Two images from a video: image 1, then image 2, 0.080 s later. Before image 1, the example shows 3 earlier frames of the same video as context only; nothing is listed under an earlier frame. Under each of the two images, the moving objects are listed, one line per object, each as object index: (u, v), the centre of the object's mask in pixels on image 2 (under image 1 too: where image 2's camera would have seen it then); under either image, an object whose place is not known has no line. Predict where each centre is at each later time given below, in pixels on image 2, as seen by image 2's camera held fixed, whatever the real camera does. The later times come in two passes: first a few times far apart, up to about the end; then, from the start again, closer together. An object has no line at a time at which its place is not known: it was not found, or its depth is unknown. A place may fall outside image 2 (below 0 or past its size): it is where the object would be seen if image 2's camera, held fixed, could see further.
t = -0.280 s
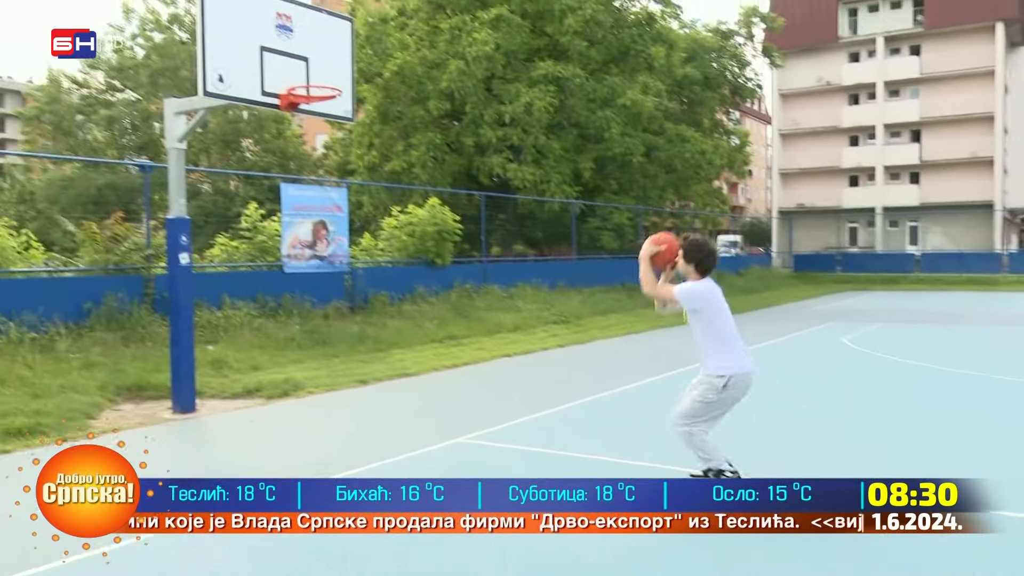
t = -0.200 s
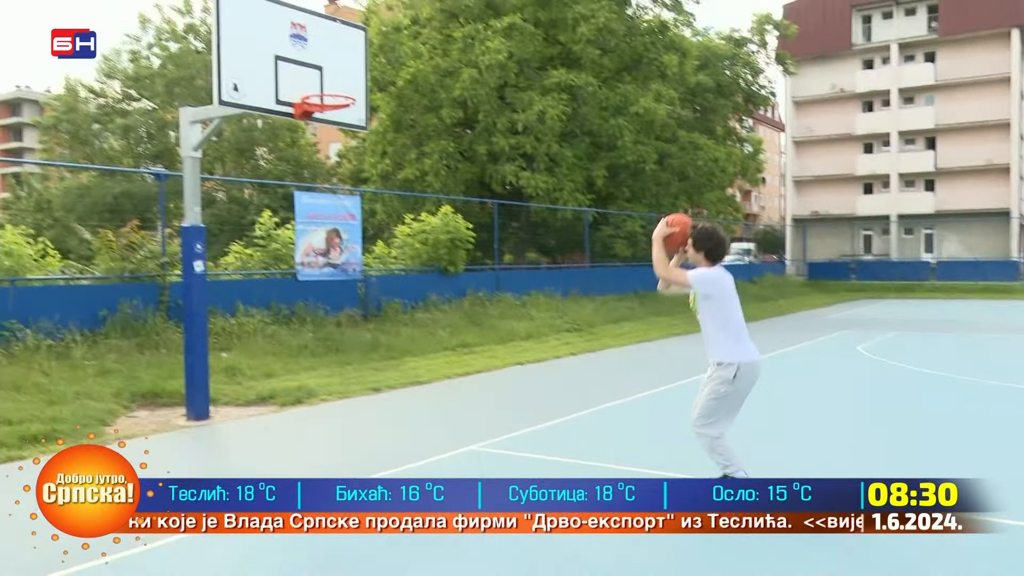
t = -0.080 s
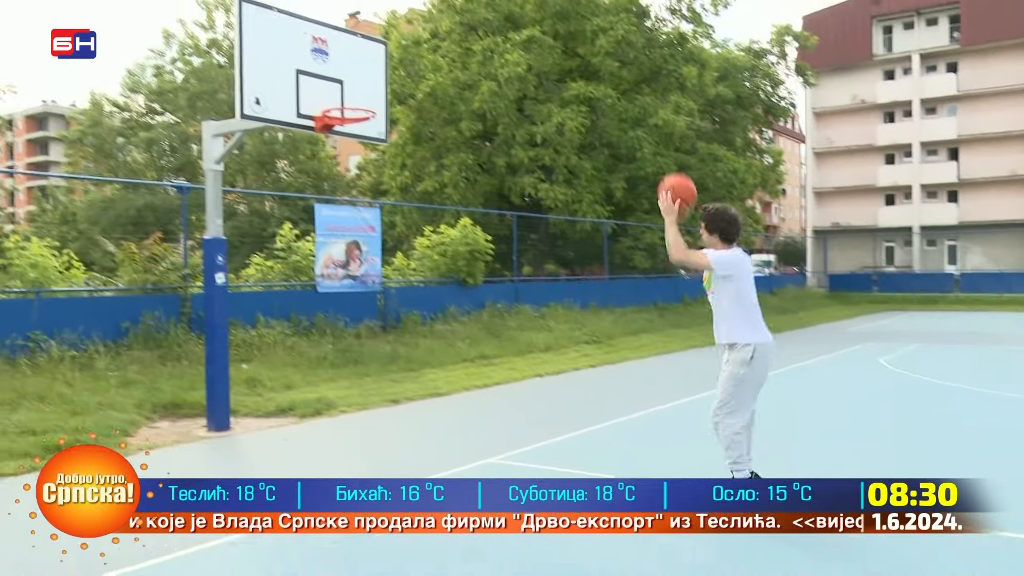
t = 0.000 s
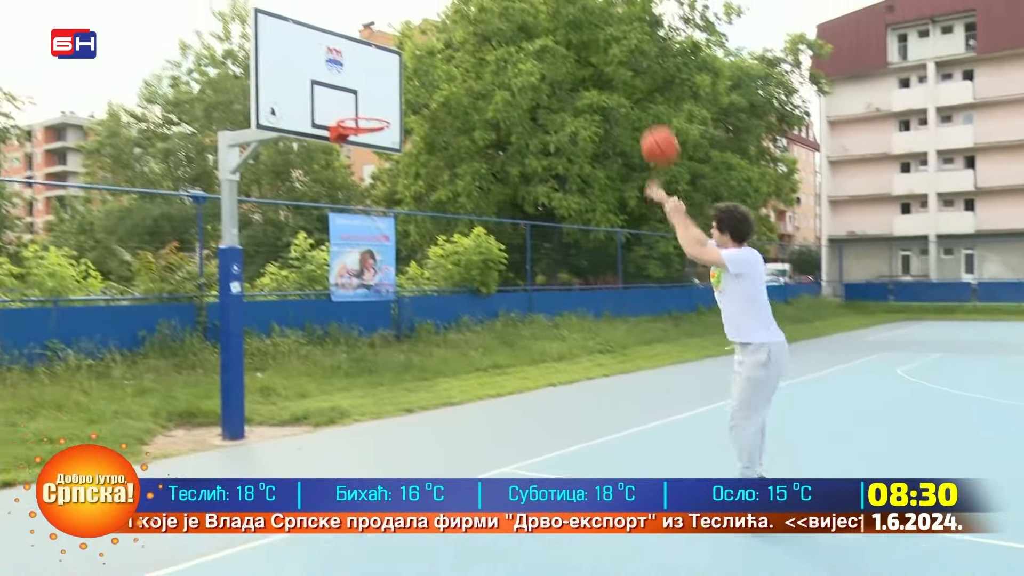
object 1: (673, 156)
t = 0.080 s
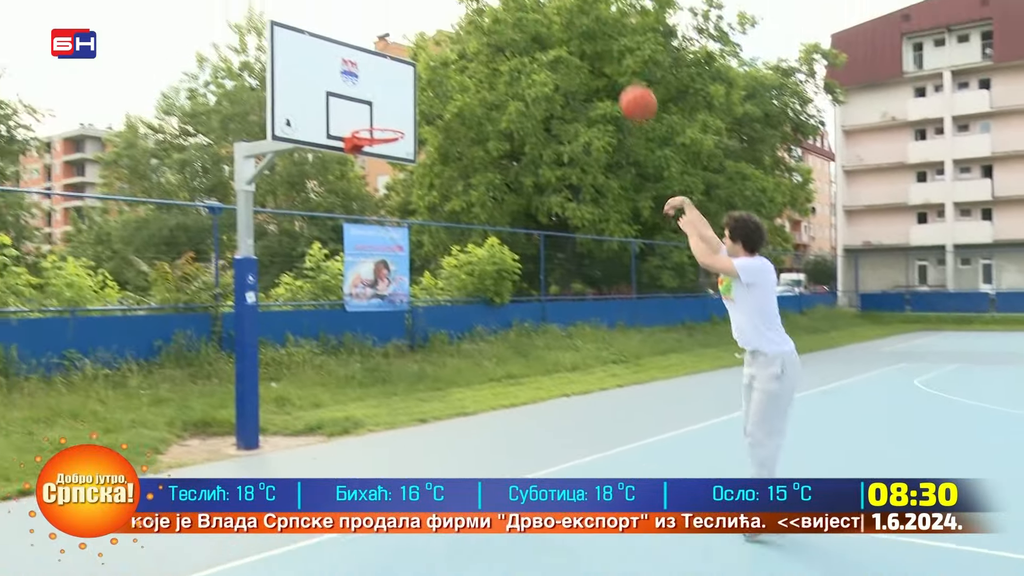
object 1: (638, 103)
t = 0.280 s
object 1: (561, 23)
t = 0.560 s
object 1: (474, 9)
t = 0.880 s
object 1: (395, 100)
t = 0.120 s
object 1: (621, 82)
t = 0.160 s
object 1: (605, 64)
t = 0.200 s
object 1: (589, 47)
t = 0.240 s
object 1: (575, 34)
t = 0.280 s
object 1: (561, 23)
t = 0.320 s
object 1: (547, 15)
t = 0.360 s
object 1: (533, 8)
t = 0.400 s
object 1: (520, 4)
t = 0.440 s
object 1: (508, 3)
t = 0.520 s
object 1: (485, 5)
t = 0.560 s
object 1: (474, 9)
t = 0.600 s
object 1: (465, 15)
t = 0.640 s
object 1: (455, 24)
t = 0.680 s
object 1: (446, 34)
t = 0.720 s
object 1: (436, 45)
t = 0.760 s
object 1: (424, 56)
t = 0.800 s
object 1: (413, 69)
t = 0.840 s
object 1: (403, 83)
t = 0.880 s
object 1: (395, 100)
